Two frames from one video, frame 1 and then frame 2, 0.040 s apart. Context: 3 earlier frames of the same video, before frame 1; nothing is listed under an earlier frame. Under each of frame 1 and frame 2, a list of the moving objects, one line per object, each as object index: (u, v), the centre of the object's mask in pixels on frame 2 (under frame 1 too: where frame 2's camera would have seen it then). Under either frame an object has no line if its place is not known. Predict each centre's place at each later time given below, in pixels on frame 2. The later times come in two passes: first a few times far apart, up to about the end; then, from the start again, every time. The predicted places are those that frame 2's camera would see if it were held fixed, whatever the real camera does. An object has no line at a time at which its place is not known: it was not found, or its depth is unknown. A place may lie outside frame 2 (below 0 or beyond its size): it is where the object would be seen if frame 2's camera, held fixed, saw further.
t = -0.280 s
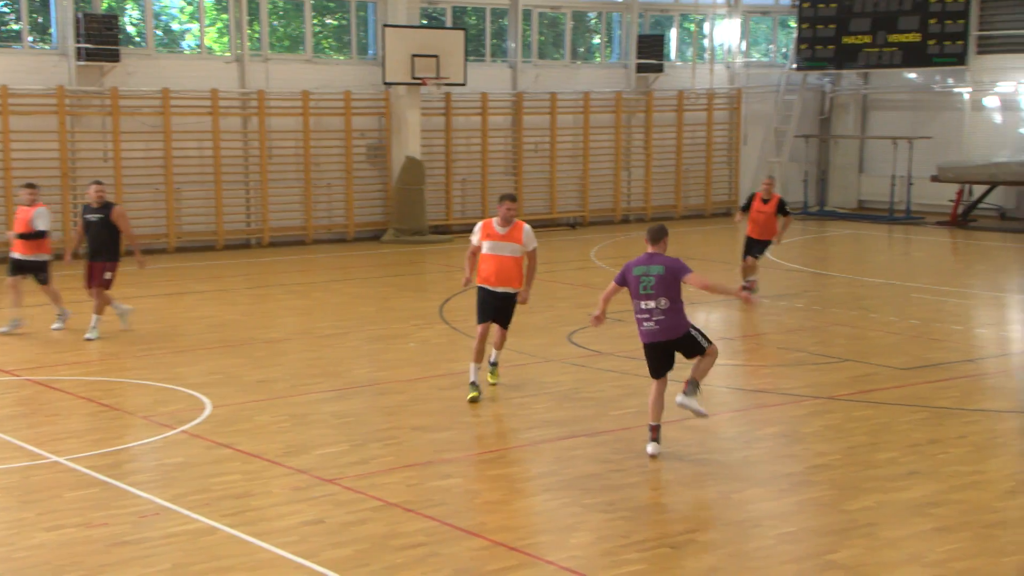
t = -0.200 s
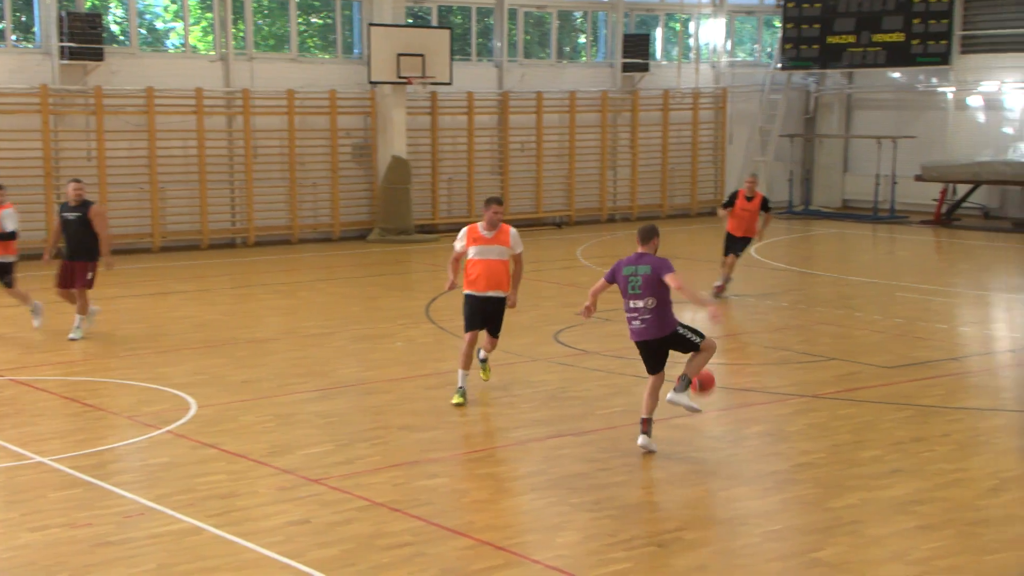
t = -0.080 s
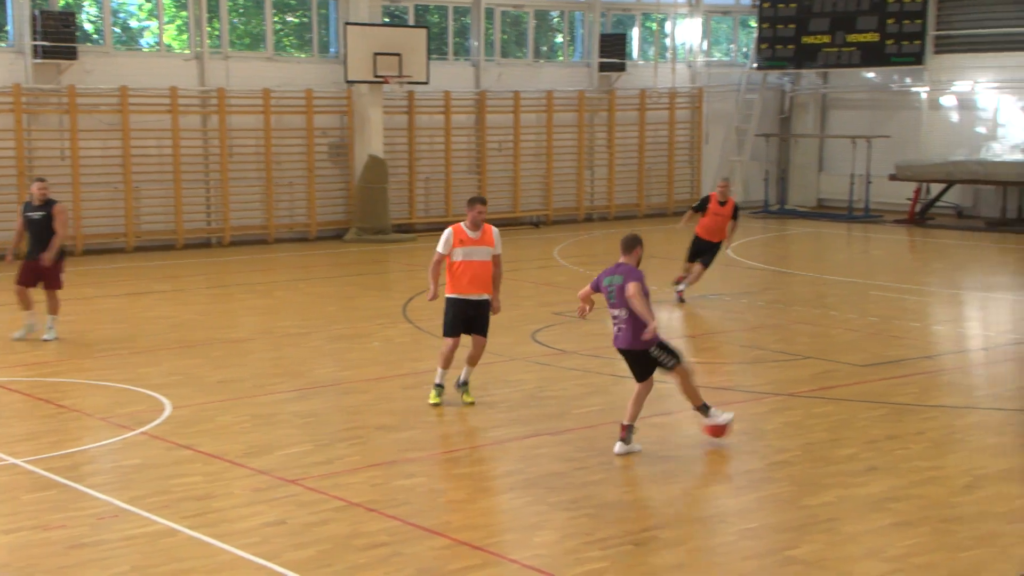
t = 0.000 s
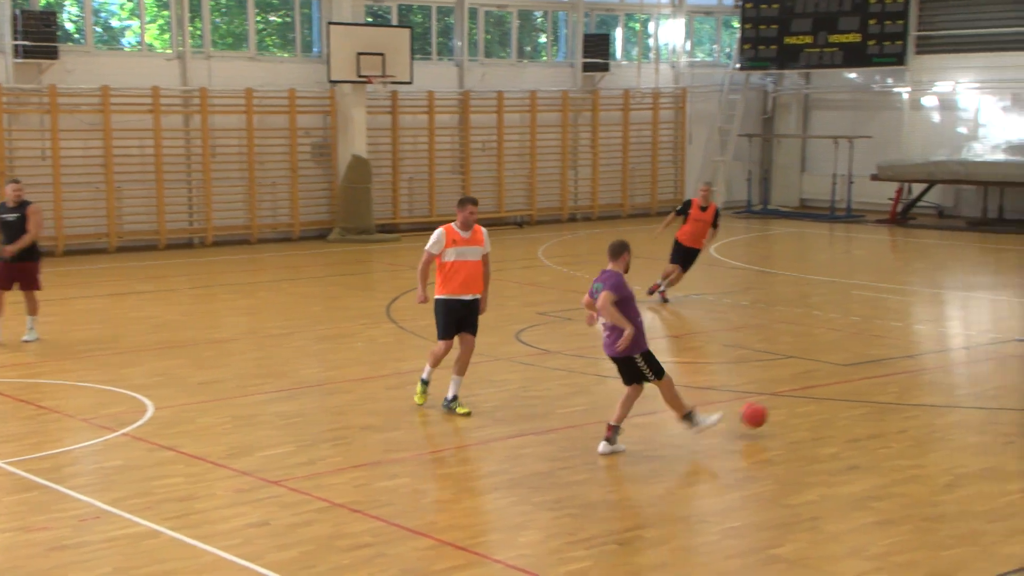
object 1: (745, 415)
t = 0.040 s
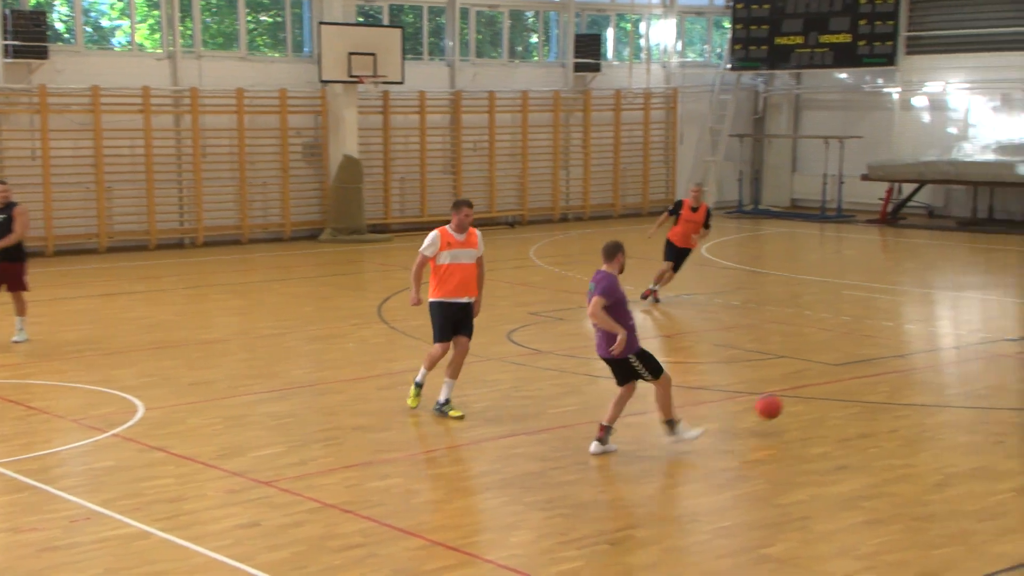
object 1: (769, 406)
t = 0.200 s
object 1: (859, 394)
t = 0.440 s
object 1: (973, 385)
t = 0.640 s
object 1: (1052, 386)
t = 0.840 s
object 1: (1128, 377)
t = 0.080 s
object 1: (792, 400)
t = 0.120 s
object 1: (815, 396)
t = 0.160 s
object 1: (838, 394)
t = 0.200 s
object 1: (859, 394)
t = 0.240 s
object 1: (881, 395)
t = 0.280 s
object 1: (903, 399)
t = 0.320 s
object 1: (923, 401)
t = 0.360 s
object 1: (939, 394)
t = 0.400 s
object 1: (956, 388)
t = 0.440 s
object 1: (973, 385)
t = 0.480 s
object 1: (989, 383)
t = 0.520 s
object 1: (1005, 383)
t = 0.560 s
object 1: (1021, 385)
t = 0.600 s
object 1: (1036, 388)
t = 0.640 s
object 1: (1052, 386)
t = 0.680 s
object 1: (1067, 380)
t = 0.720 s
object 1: (1083, 377)
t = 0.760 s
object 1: (1098, 375)
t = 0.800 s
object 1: (1113, 375)
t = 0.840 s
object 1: (1128, 377)
